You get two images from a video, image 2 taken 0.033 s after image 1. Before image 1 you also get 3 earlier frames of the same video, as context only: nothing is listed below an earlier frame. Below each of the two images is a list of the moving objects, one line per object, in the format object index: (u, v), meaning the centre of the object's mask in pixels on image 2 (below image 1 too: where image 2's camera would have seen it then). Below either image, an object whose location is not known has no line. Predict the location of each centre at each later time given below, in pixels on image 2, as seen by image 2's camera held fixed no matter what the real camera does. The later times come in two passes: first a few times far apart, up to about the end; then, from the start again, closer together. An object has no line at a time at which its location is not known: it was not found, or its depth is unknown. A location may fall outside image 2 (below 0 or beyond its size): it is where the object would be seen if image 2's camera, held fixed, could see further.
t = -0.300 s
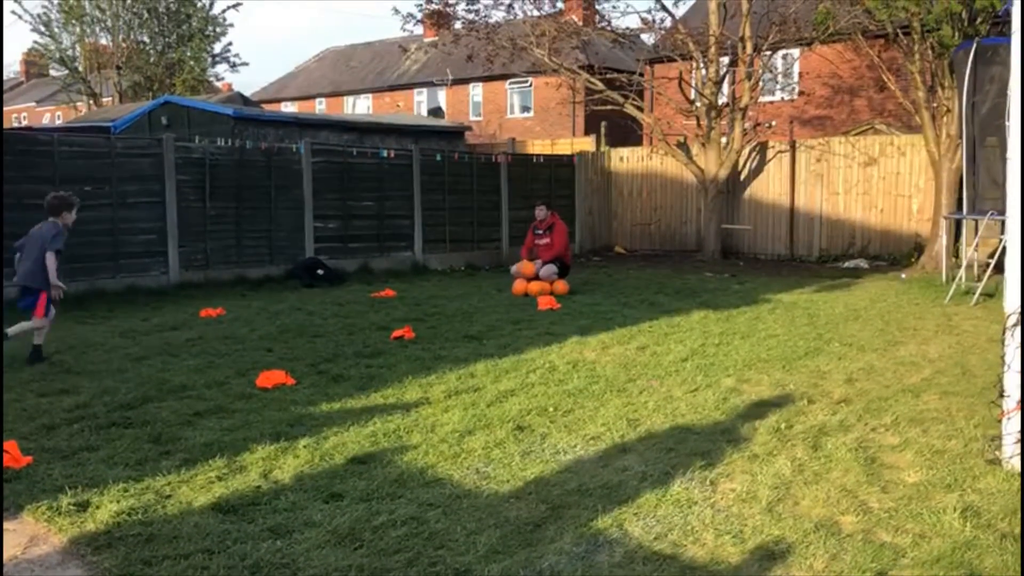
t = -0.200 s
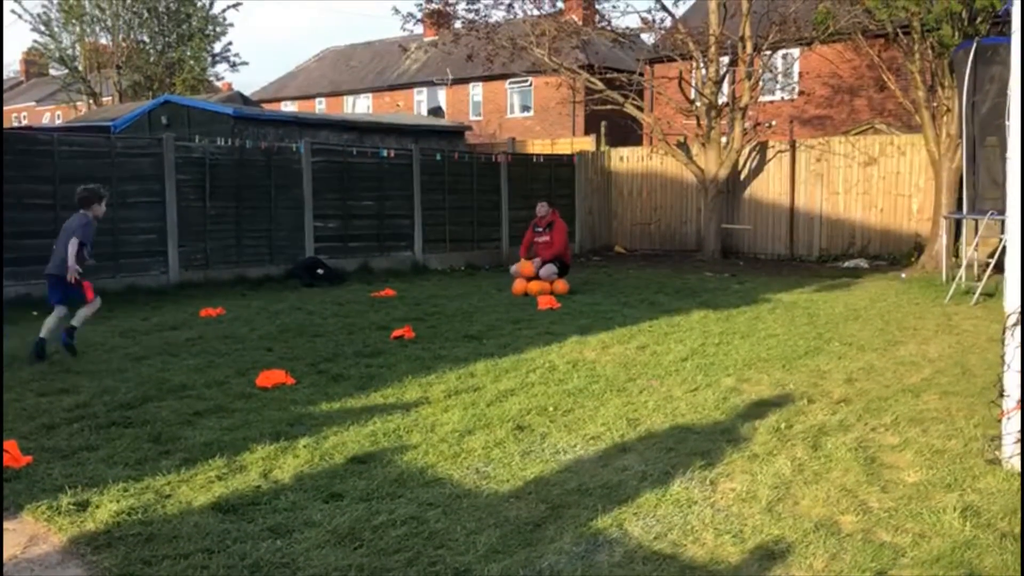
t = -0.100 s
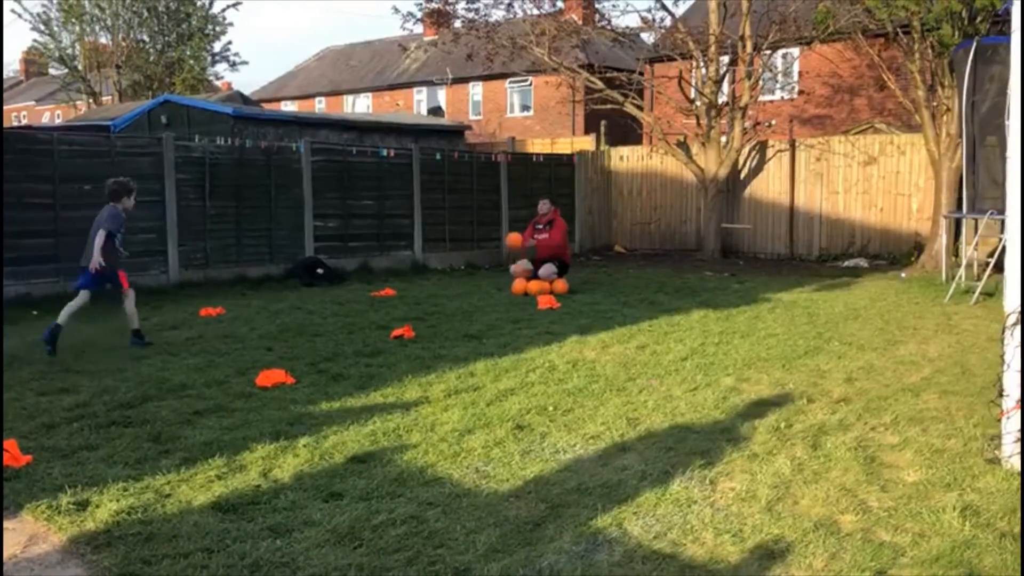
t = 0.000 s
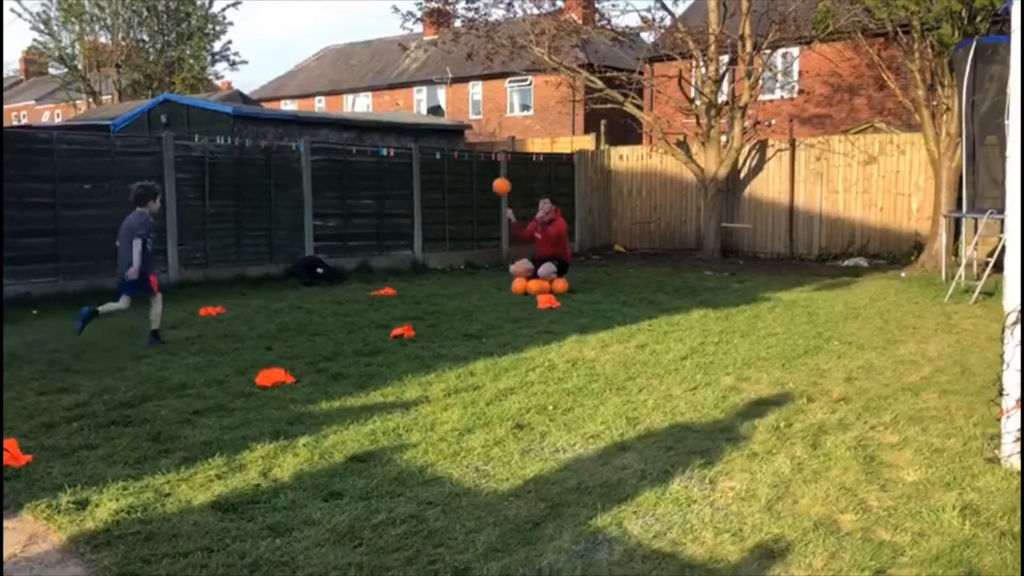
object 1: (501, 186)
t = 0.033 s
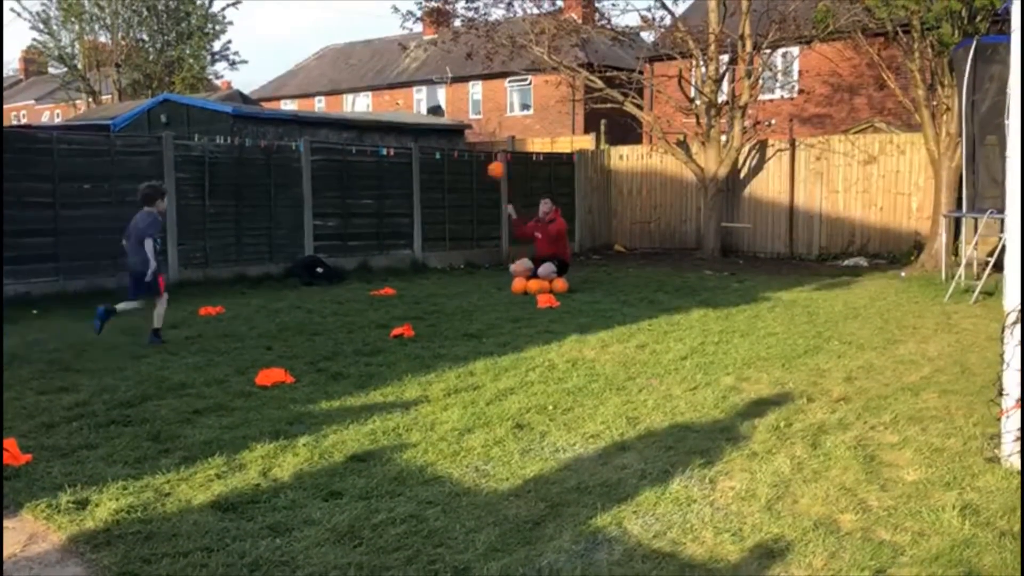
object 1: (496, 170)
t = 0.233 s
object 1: (470, 89)
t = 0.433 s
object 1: (441, 45)
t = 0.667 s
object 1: (406, 40)
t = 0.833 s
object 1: (379, 75)
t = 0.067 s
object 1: (492, 154)
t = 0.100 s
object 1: (489, 140)
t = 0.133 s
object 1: (485, 127)
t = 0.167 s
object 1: (479, 113)
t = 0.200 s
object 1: (475, 102)
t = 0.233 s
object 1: (470, 89)
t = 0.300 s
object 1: (461, 70)
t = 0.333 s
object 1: (455, 63)
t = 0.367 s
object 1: (451, 55)
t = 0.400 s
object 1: (445, 49)
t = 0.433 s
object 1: (441, 45)
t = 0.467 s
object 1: (437, 40)
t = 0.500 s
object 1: (430, 36)
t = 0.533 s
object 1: (427, 35)
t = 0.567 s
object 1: (422, 34)
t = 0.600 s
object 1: (416, 36)
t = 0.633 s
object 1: (411, 38)
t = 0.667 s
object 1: (406, 40)
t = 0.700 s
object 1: (401, 45)
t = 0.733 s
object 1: (395, 49)
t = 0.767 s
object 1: (390, 56)
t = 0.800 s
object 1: (384, 65)
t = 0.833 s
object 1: (379, 75)
